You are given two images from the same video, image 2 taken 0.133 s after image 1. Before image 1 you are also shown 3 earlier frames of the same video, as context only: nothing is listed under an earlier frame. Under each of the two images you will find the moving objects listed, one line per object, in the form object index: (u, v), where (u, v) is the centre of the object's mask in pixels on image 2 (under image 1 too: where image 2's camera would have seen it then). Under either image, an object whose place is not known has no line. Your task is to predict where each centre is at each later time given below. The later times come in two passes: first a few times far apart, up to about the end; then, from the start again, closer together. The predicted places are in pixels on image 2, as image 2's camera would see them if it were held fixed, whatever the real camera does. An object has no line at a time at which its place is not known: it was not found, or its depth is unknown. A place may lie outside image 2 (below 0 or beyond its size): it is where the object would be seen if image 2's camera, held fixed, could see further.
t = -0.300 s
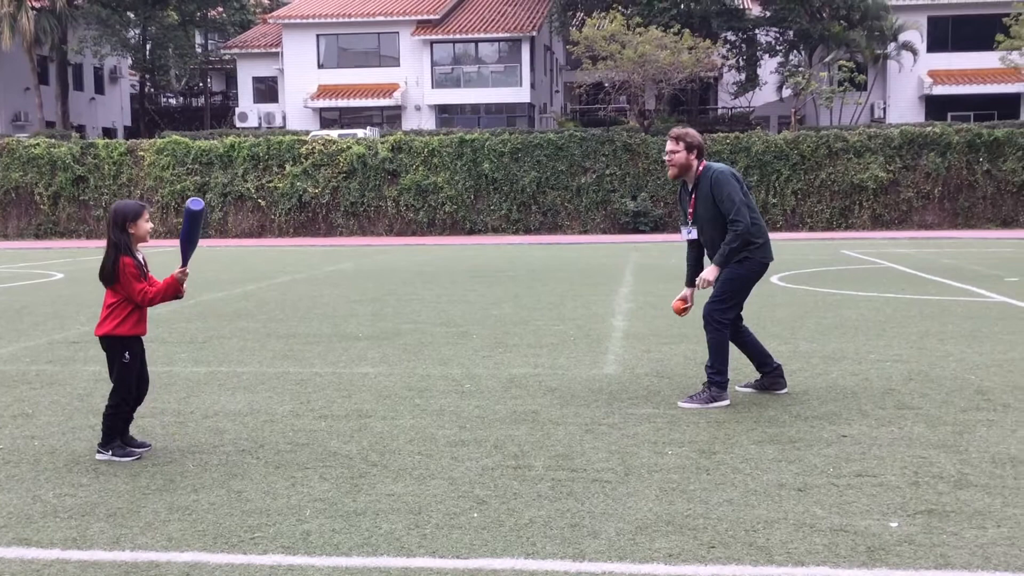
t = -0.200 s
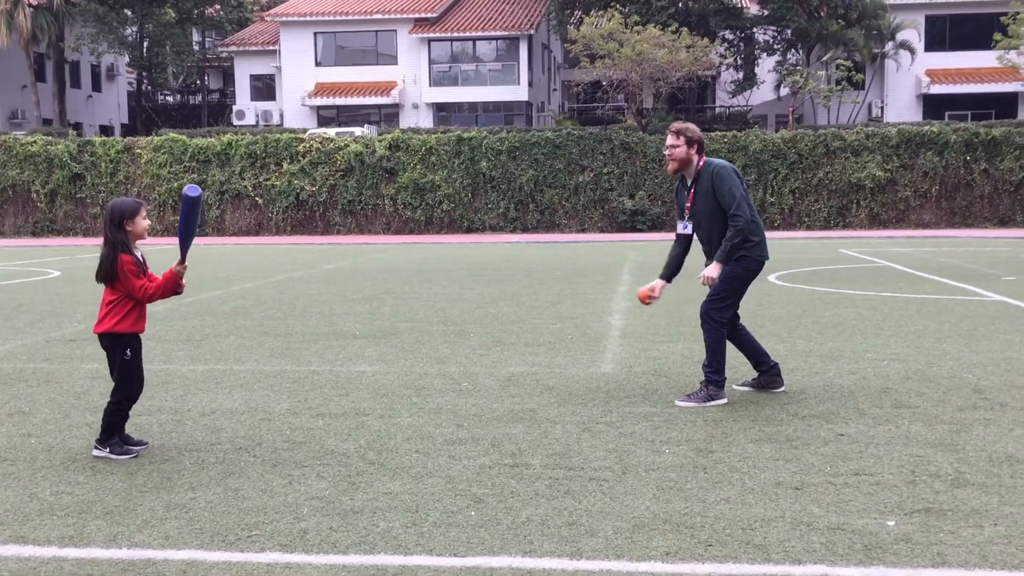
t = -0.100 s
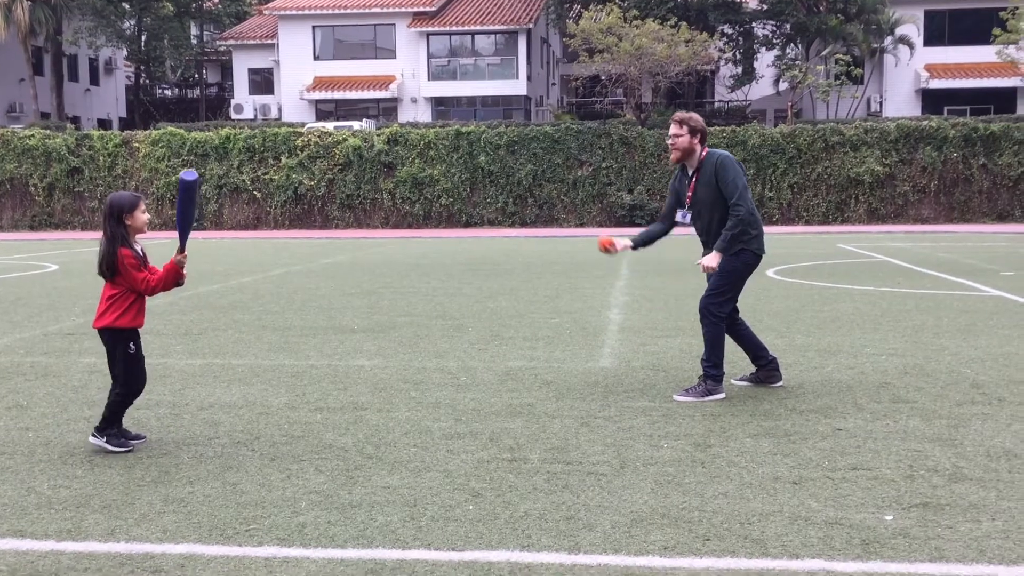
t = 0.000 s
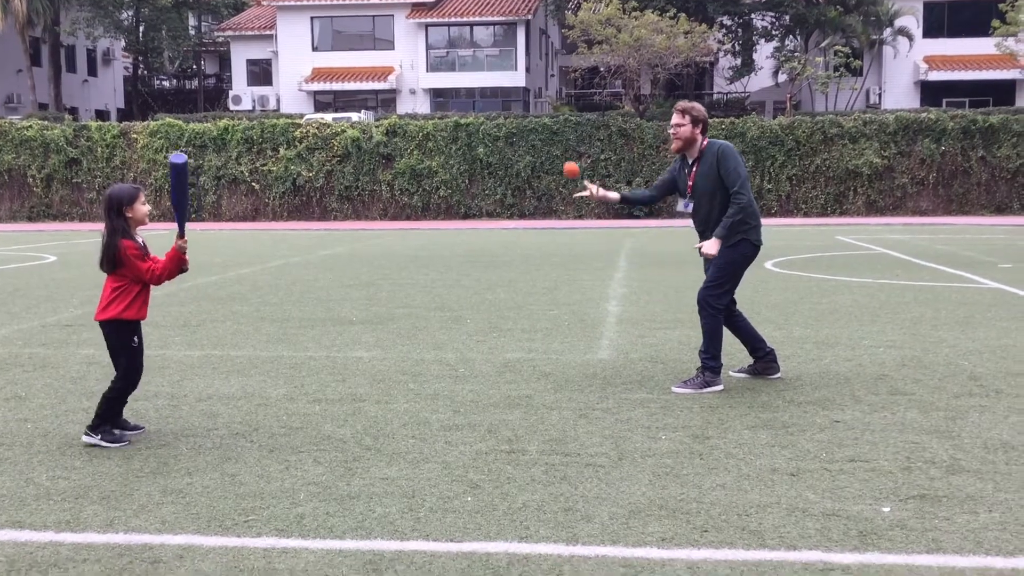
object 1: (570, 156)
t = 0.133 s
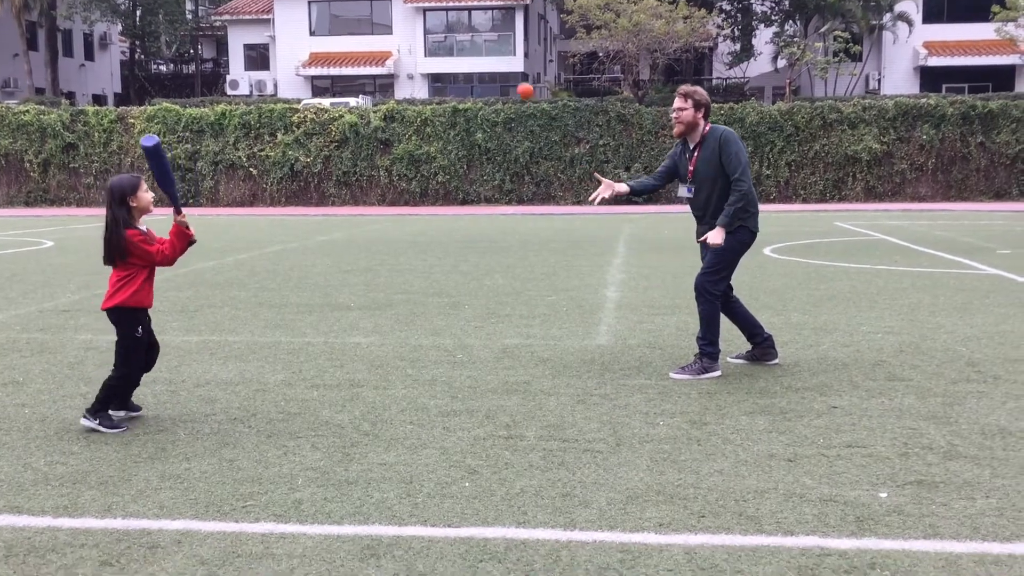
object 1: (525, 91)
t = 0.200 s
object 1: (503, 70)
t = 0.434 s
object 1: (422, 57)
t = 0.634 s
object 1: (352, 131)
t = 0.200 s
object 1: (503, 70)
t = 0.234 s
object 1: (491, 61)
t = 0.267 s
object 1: (480, 56)
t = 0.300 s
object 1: (468, 51)
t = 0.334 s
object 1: (456, 49)
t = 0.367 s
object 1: (445, 50)
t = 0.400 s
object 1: (433, 52)
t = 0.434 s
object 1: (422, 57)
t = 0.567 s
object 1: (375, 96)
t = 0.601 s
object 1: (364, 114)
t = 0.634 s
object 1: (352, 131)
